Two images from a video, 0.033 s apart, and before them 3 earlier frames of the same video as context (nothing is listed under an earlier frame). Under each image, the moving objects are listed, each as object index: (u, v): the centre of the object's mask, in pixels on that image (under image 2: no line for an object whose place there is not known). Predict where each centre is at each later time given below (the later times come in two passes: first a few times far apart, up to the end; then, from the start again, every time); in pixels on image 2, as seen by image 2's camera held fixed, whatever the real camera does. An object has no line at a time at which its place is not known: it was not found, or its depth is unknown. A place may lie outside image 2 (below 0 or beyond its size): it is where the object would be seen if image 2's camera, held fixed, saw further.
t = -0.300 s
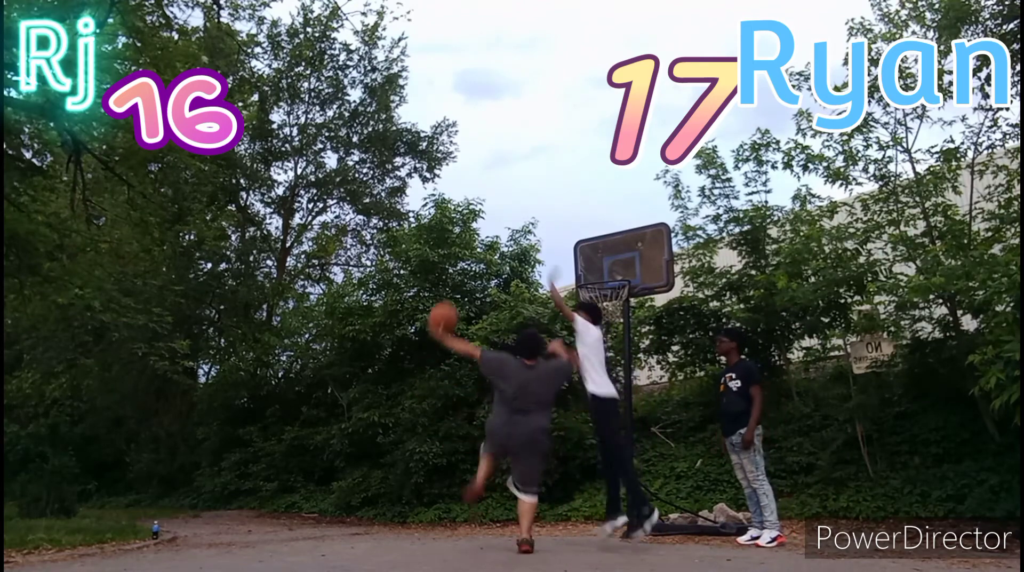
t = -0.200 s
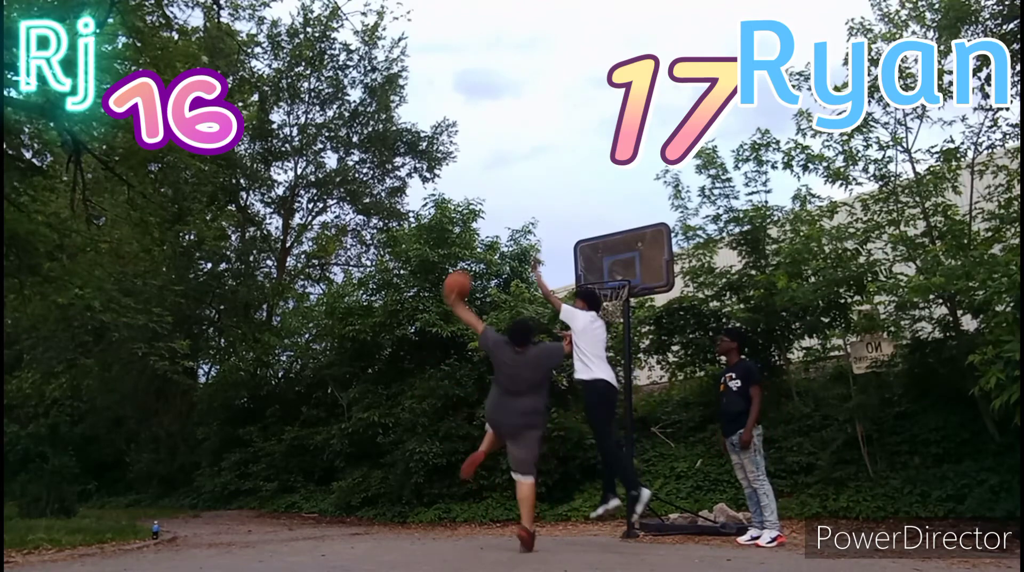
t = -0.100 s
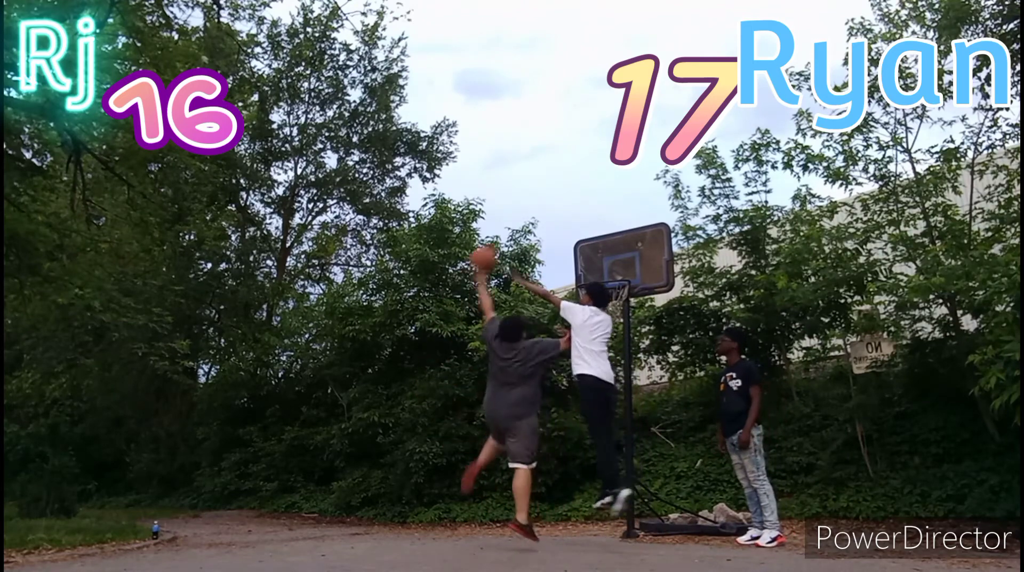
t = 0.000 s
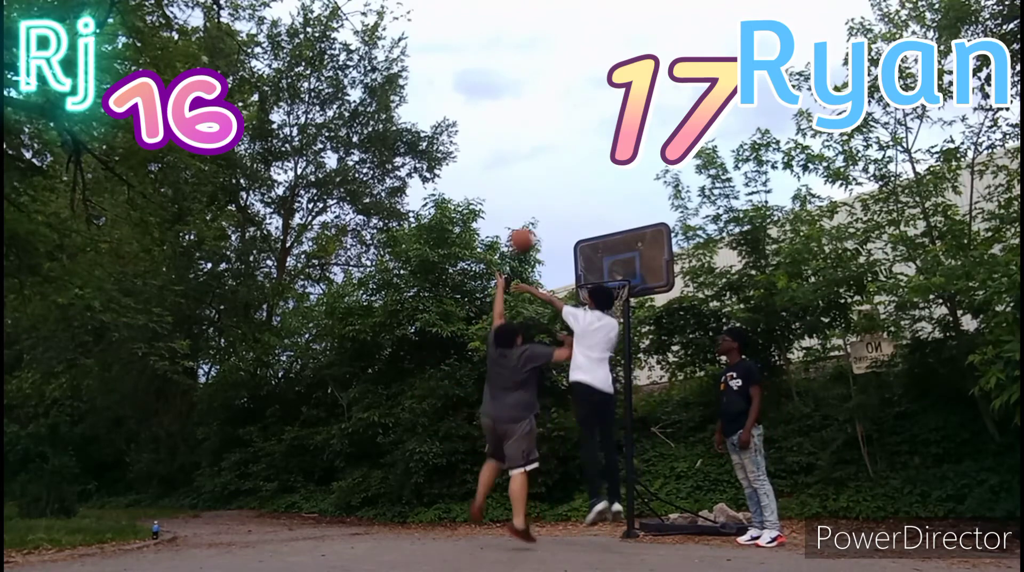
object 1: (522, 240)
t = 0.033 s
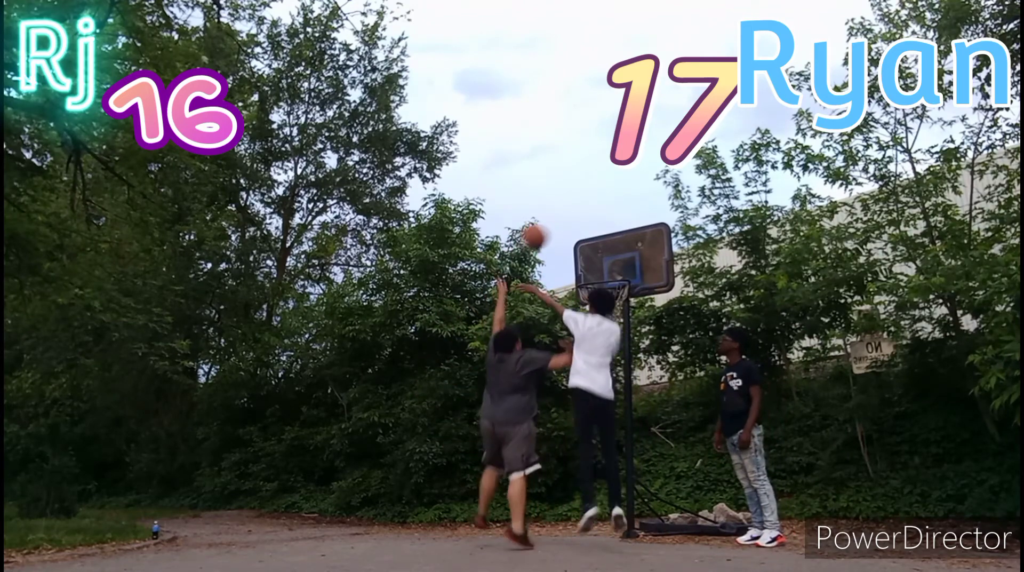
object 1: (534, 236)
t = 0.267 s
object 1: (612, 240)
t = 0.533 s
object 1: (618, 254)
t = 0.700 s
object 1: (606, 237)
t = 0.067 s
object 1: (547, 234)
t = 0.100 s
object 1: (559, 232)
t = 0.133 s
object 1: (570, 232)
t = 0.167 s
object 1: (582, 232)
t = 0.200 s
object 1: (594, 234)
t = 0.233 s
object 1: (607, 237)
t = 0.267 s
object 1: (612, 240)
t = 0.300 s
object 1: (613, 242)
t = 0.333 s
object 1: (615, 245)
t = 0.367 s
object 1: (618, 250)
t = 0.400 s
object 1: (620, 255)
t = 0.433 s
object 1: (622, 263)
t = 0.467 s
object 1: (623, 267)
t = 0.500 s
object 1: (621, 260)
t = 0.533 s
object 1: (618, 254)
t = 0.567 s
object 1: (615, 248)
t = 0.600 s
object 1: (613, 244)
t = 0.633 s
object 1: (611, 241)
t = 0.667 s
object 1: (609, 238)
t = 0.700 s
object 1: (606, 237)
